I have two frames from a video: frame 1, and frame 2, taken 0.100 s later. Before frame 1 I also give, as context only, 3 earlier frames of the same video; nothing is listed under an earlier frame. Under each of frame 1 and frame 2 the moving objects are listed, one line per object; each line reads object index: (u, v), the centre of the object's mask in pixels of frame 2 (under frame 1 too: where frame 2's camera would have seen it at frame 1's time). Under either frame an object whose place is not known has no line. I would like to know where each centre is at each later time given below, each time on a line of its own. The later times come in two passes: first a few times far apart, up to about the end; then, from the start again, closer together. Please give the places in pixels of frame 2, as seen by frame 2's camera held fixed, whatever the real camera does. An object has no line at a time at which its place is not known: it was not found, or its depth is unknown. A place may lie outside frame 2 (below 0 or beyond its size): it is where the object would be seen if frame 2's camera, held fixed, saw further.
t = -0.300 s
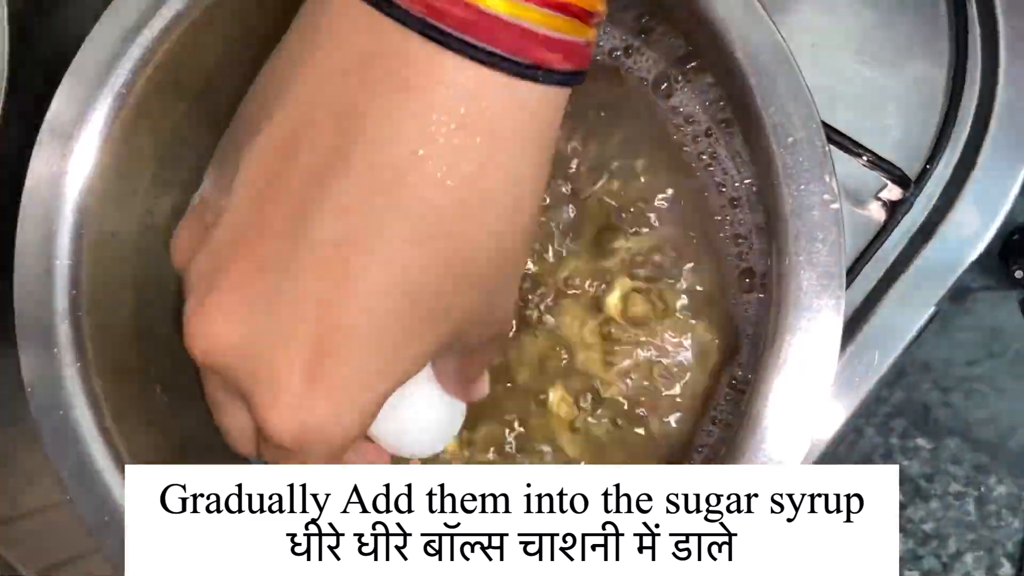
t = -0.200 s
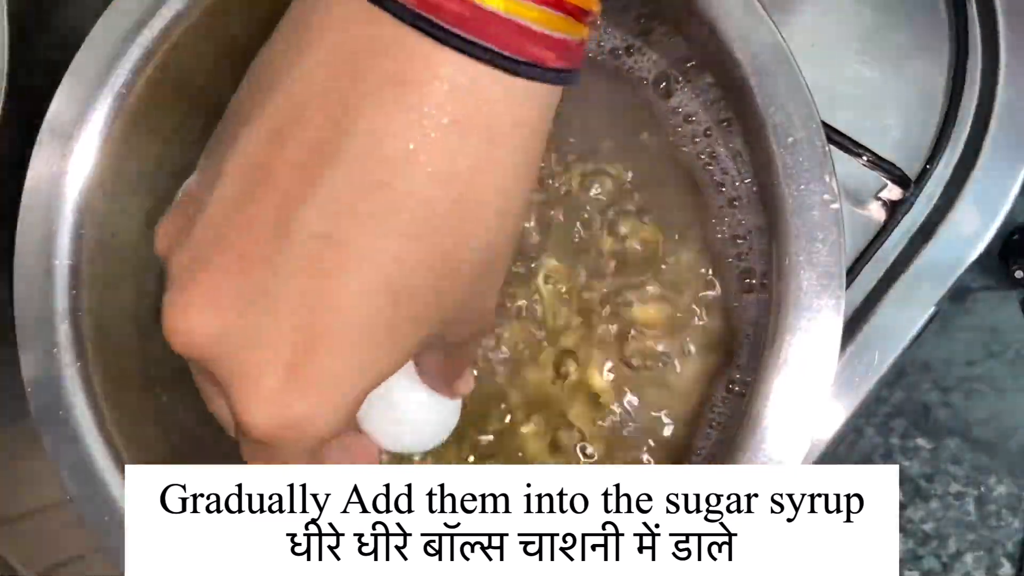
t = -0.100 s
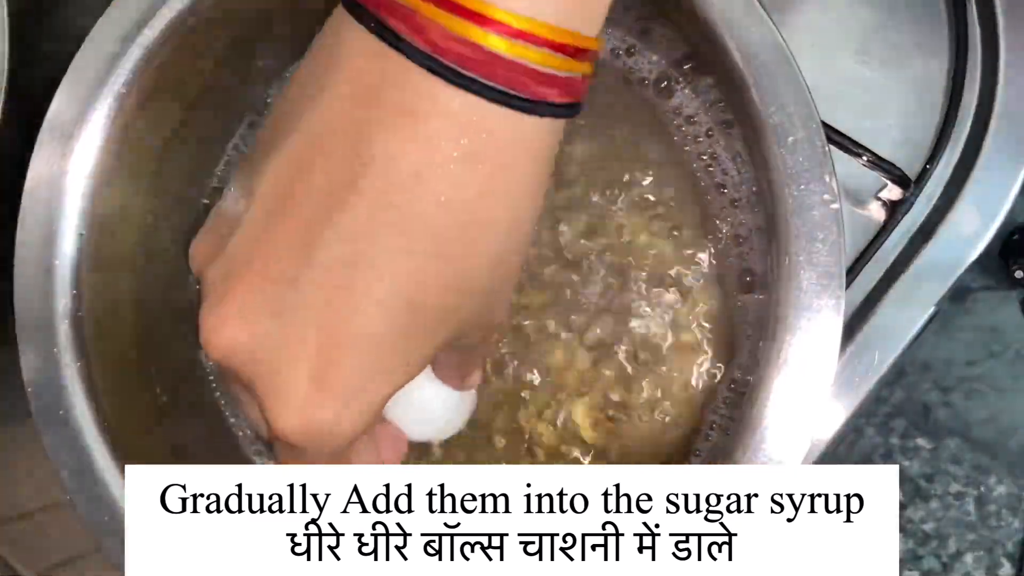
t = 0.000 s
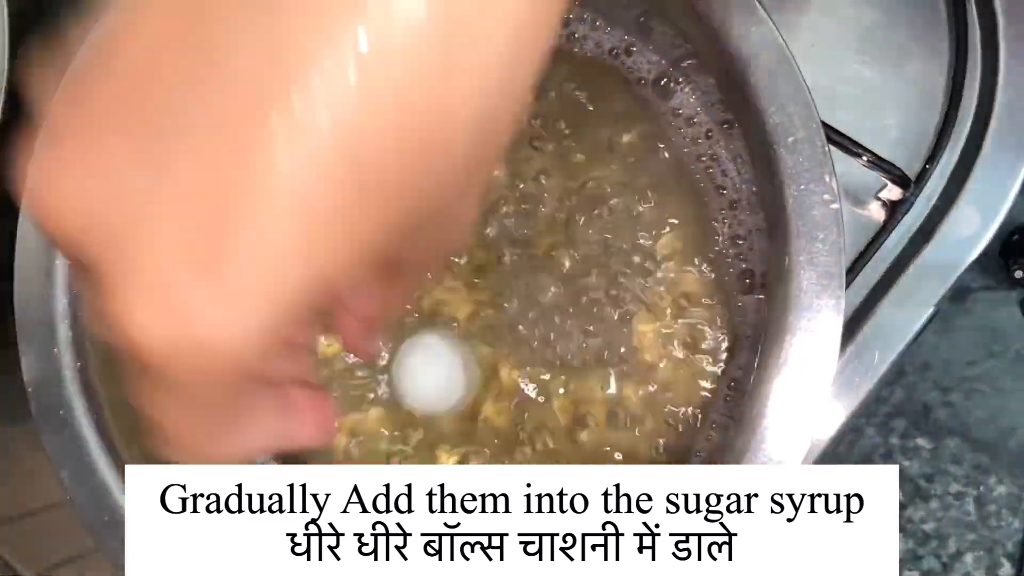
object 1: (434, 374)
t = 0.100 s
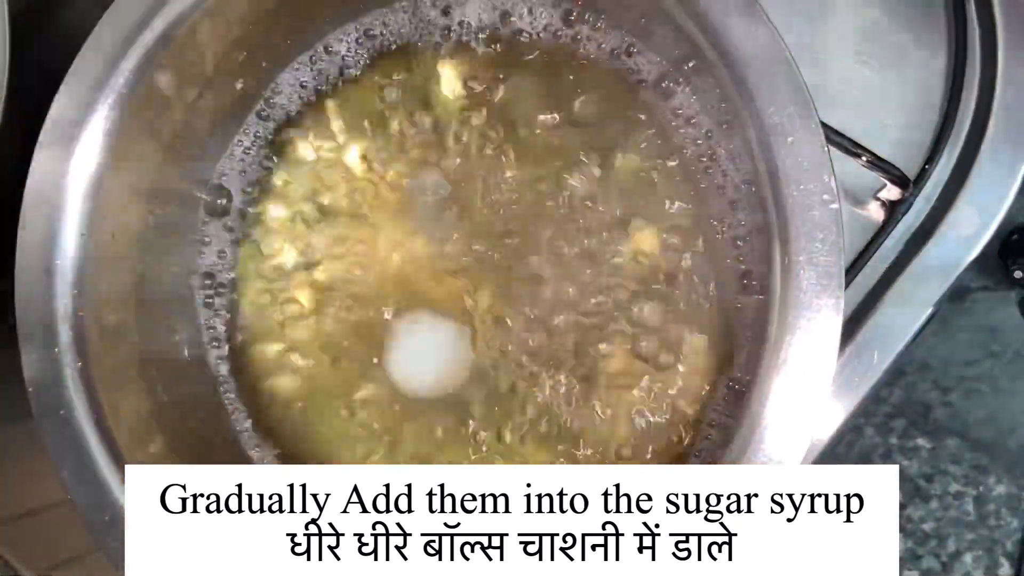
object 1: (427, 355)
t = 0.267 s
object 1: (434, 315)
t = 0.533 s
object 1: (481, 274)
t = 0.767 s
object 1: (491, 294)
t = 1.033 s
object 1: (459, 314)
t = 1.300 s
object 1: (474, 248)
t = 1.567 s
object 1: (507, 249)
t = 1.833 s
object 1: (447, 298)
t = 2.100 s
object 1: (466, 353)
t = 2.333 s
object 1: (373, 260)
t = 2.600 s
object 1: (463, 188)
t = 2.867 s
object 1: (497, 274)
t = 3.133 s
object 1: (399, 257)
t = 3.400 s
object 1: (529, 243)
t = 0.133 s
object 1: (421, 348)
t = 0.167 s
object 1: (421, 339)
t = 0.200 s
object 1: (426, 334)
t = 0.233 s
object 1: (430, 325)
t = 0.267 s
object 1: (434, 315)
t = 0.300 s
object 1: (435, 299)
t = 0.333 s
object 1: (435, 285)
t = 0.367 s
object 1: (438, 279)
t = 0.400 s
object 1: (445, 271)
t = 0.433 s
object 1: (451, 267)
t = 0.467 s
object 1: (457, 264)
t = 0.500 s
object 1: (473, 268)
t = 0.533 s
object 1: (481, 274)
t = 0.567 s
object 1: (490, 274)
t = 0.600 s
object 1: (491, 274)
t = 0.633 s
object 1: (496, 279)
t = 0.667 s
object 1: (498, 284)
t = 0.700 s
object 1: (496, 287)
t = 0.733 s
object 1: (493, 291)
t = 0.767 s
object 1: (491, 294)
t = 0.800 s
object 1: (495, 302)
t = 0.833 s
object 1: (494, 311)
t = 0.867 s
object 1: (491, 314)
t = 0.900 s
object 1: (489, 315)
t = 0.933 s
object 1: (485, 323)
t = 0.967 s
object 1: (478, 324)
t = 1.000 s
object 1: (469, 321)
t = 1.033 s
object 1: (459, 314)
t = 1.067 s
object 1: (445, 306)
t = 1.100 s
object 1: (443, 297)
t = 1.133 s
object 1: (441, 283)
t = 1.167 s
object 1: (441, 264)
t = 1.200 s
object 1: (443, 250)
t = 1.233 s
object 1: (454, 253)
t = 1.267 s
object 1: (469, 245)
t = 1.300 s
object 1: (474, 248)
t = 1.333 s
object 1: (478, 255)
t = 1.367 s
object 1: (486, 264)
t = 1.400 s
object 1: (484, 263)
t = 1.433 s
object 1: (490, 266)
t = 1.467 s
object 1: (486, 268)
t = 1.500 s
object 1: (488, 269)
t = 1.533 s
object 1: (495, 263)
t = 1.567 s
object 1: (507, 249)
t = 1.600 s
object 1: (515, 252)
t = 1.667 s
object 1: (521, 277)
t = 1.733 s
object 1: (495, 316)
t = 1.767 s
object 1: (479, 317)
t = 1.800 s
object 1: (453, 309)
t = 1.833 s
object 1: (447, 298)
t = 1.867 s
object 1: (451, 281)
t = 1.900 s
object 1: (464, 271)
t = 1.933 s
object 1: (482, 273)
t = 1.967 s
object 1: (501, 286)
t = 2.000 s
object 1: (505, 302)
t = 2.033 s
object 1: (504, 328)
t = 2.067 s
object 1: (488, 350)
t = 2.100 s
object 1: (466, 353)
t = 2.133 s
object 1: (434, 351)
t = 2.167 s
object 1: (414, 337)
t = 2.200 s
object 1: (387, 317)
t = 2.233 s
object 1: (378, 297)
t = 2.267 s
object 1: (369, 283)
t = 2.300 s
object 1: (372, 268)
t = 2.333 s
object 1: (373, 260)
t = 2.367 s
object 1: (373, 237)
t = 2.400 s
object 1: (385, 222)
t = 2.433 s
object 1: (391, 214)
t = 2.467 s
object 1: (405, 200)
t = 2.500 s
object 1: (417, 196)
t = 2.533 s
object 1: (435, 192)
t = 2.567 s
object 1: (449, 187)
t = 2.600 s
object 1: (463, 188)
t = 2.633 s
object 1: (475, 196)
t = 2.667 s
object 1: (486, 200)
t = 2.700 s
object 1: (498, 213)
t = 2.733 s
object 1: (504, 224)
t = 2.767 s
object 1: (508, 236)
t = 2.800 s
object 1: (504, 251)
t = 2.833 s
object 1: (502, 262)
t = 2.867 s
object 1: (497, 274)
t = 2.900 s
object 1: (489, 287)
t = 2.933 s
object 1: (480, 300)
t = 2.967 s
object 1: (465, 307)
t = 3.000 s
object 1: (452, 311)
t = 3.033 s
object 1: (430, 309)
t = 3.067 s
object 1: (415, 296)
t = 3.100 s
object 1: (400, 280)
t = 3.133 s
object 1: (399, 257)
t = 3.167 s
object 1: (411, 246)
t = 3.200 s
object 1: (426, 222)
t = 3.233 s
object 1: (442, 208)
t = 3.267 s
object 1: (463, 200)
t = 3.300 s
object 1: (488, 204)
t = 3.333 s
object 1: (503, 216)
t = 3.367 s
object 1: (521, 228)
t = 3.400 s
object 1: (529, 243)
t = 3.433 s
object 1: (536, 265)
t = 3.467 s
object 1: (540, 289)
